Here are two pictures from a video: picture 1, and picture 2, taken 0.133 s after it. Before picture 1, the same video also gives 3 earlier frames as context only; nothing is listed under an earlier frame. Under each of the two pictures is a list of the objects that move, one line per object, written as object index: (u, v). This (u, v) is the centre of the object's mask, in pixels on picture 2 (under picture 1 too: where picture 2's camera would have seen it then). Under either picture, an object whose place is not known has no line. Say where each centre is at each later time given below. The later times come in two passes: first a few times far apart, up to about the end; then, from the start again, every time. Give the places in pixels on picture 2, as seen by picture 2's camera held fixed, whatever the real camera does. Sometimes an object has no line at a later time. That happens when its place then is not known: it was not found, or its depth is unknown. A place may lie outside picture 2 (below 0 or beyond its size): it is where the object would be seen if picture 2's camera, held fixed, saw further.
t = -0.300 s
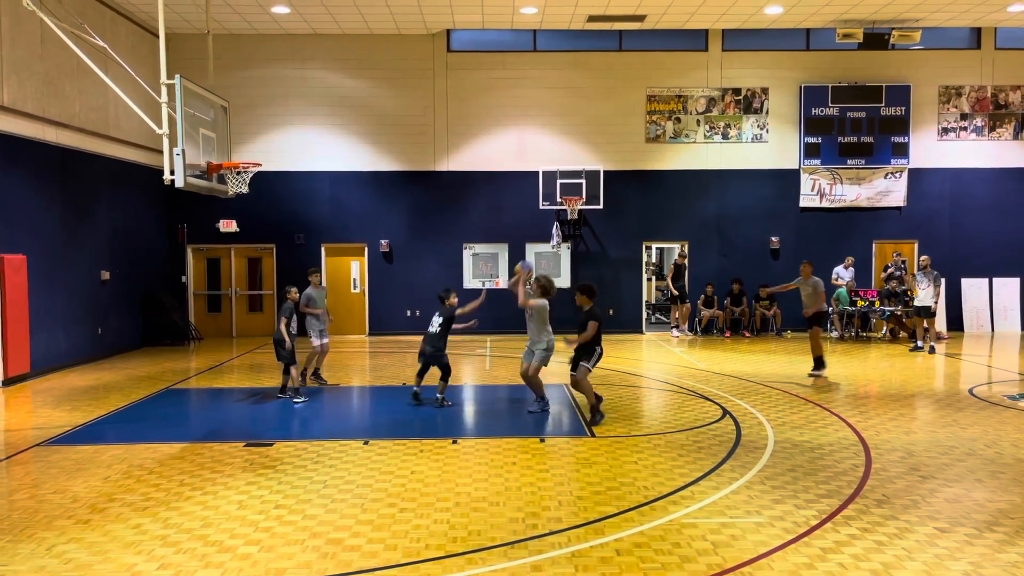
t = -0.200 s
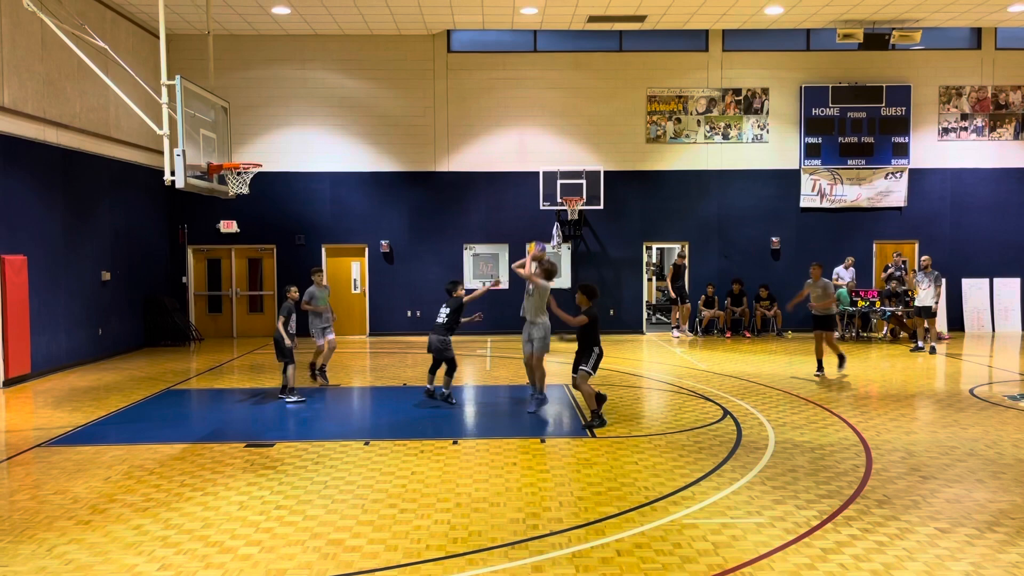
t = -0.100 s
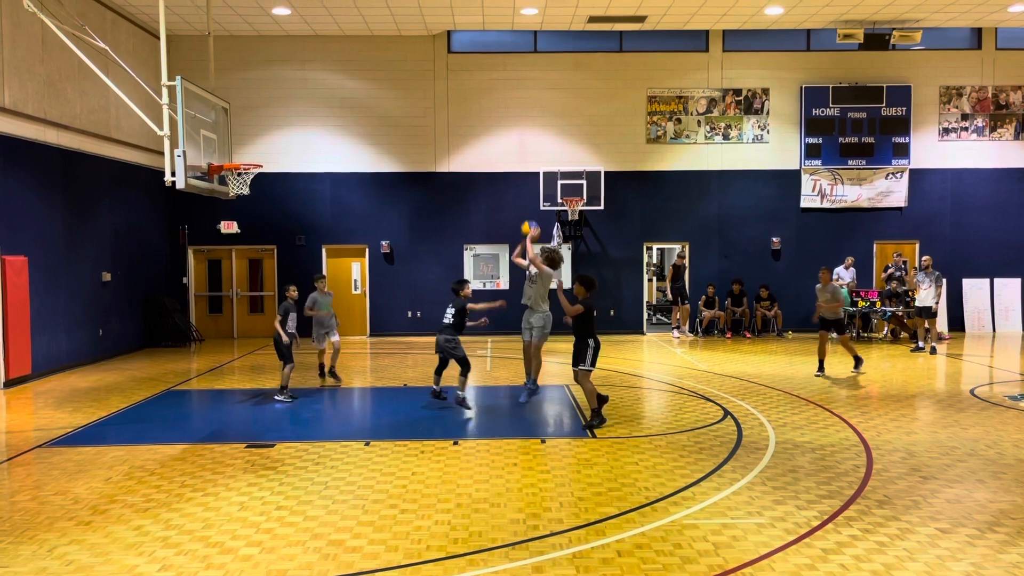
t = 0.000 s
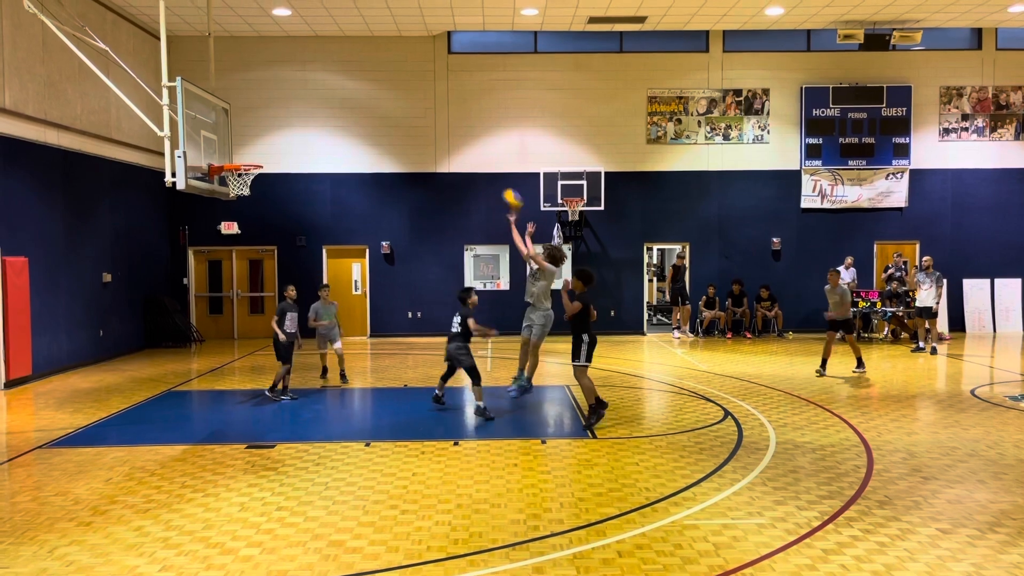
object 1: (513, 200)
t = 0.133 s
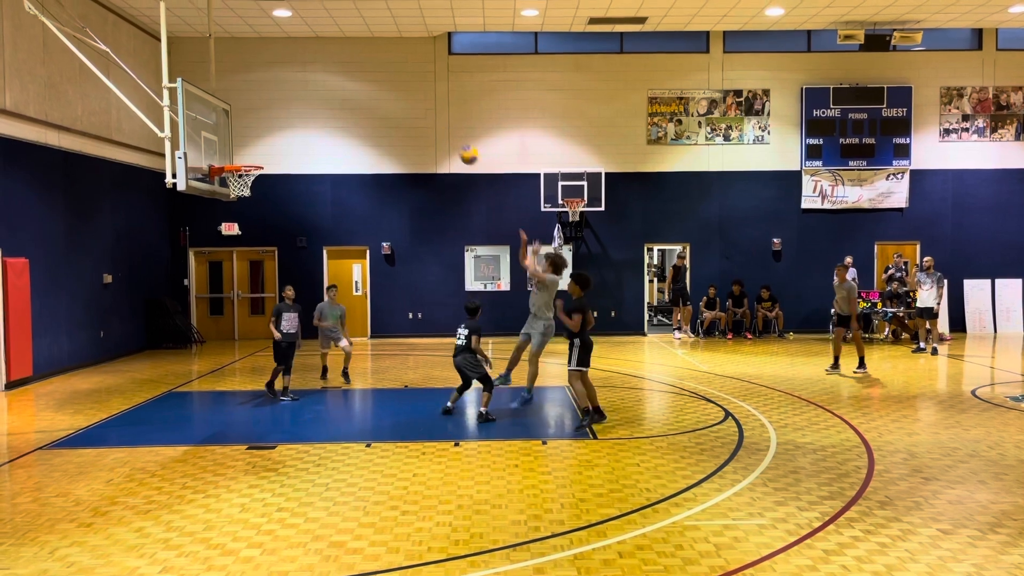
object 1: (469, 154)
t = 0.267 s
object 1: (426, 124)
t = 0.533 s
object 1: (342, 106)
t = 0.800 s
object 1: (262, 143)
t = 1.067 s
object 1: (255, 227)
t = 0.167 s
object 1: (458, 146)
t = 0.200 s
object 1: (448, 138)
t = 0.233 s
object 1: (437, 130)
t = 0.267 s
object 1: (426, 124)
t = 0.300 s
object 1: (416, 119)
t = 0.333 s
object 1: (405, 114)
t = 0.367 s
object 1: (394, 111)
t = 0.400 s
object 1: (384, 108)
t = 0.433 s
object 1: (373, 106)
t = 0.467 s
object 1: (363, 105)
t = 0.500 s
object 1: (353, 105)
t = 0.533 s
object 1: (342, 106)
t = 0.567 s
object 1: (332, 108)
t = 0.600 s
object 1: (322, 110)
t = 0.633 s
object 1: (312, 114)
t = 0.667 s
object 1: (302, 118)
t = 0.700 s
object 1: (292, 123)
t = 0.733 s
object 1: (282, 129)
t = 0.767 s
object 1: (272, 136)
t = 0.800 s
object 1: (262, 143)
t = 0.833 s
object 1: (253, 152)
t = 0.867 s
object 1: (243, 159)
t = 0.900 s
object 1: (234, 172)
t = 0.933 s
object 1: (236, 175)
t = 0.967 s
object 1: (242, 184)
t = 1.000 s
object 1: (246, 204)
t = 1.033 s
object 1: (250, 215)
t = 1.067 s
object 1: (255, 227)
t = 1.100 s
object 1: (259, 240)
